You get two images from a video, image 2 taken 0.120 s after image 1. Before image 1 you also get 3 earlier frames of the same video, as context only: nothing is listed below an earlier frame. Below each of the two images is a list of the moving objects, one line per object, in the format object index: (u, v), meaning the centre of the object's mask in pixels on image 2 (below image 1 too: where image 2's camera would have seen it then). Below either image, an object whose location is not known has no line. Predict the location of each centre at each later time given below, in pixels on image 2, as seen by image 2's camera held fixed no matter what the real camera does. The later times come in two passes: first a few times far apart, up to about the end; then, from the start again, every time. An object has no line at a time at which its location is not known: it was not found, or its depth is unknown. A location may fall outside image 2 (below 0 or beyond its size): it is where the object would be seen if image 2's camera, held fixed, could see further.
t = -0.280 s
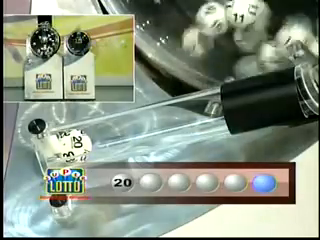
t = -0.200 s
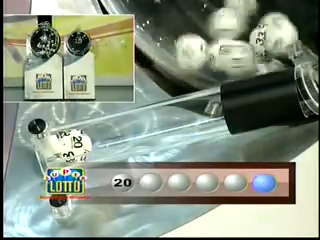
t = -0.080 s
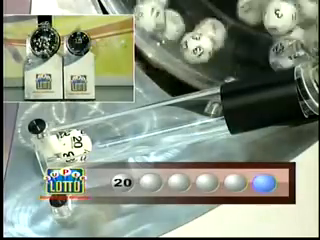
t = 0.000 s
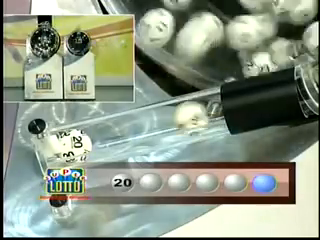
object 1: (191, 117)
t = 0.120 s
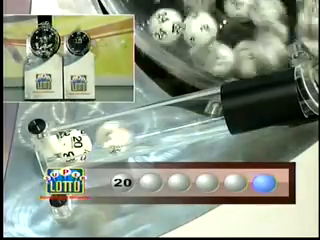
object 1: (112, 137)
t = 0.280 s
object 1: (107, 138)
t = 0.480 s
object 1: (107, 138)
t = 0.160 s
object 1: (109, 137)
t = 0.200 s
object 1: (109, 137)
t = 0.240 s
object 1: (106, 138)
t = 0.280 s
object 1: (107, 138)
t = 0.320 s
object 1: (107, 138)
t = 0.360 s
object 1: (107, 138)
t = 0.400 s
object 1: (107, 138)
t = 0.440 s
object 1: (107, 138)
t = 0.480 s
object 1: (107, 138)
